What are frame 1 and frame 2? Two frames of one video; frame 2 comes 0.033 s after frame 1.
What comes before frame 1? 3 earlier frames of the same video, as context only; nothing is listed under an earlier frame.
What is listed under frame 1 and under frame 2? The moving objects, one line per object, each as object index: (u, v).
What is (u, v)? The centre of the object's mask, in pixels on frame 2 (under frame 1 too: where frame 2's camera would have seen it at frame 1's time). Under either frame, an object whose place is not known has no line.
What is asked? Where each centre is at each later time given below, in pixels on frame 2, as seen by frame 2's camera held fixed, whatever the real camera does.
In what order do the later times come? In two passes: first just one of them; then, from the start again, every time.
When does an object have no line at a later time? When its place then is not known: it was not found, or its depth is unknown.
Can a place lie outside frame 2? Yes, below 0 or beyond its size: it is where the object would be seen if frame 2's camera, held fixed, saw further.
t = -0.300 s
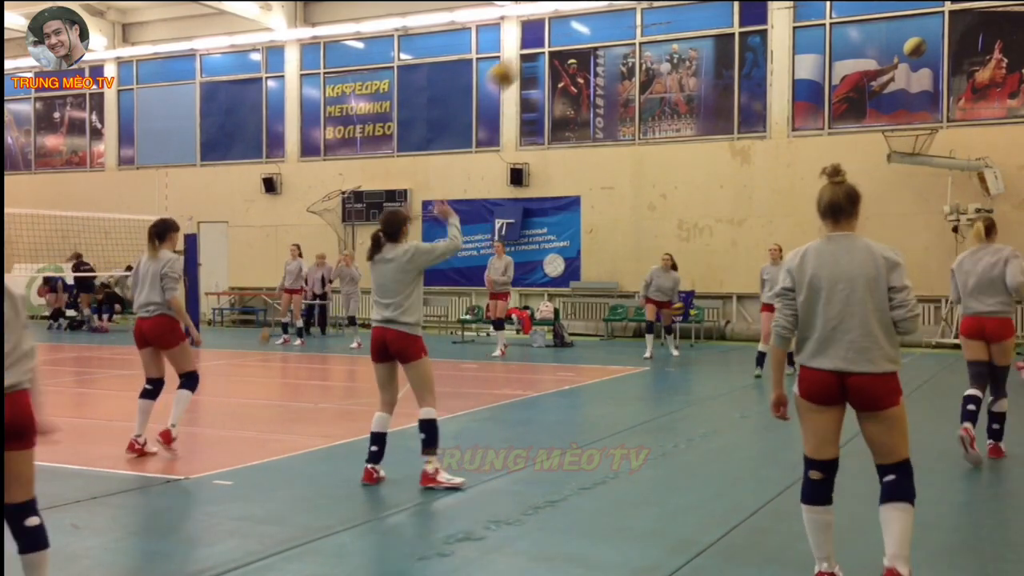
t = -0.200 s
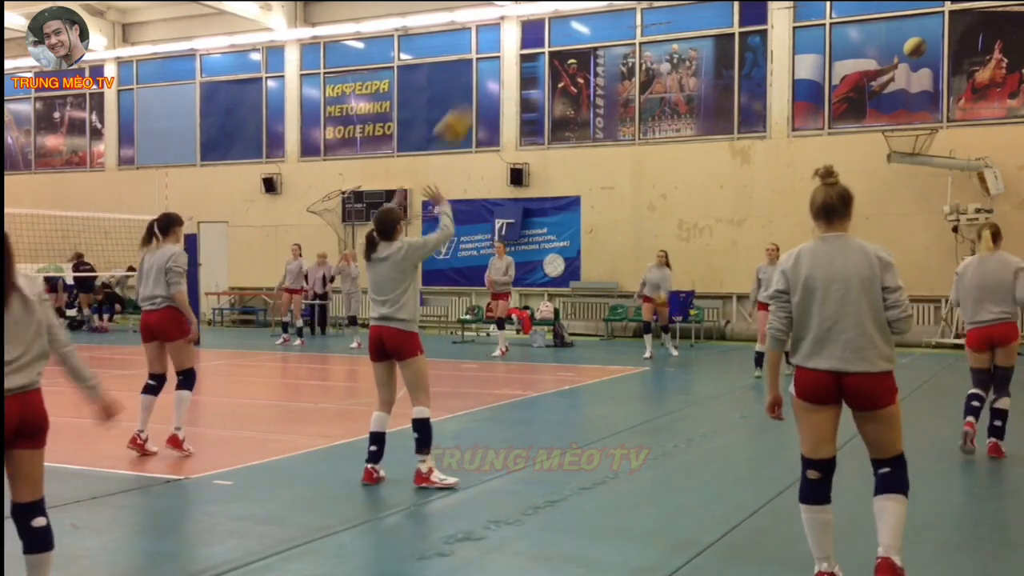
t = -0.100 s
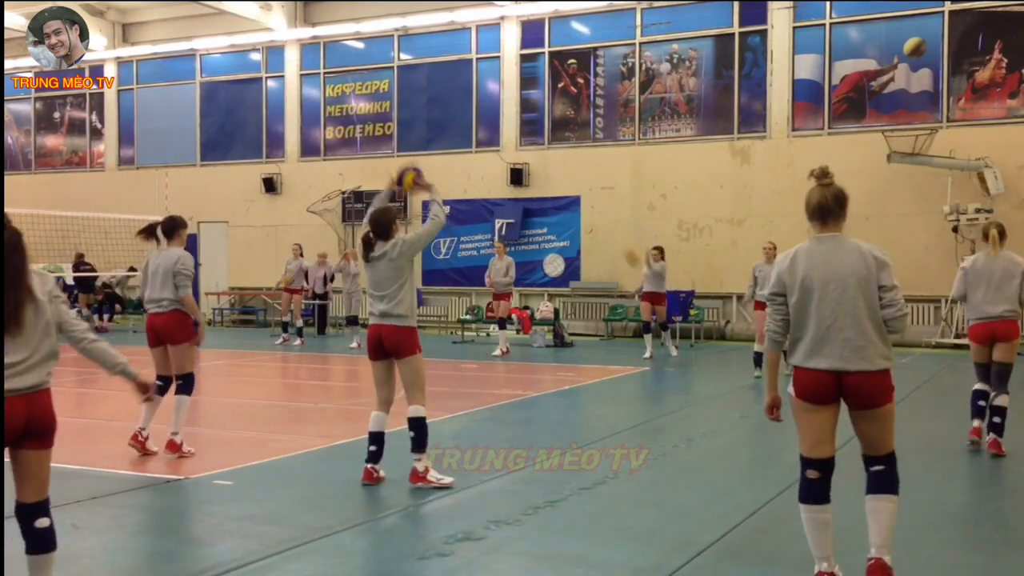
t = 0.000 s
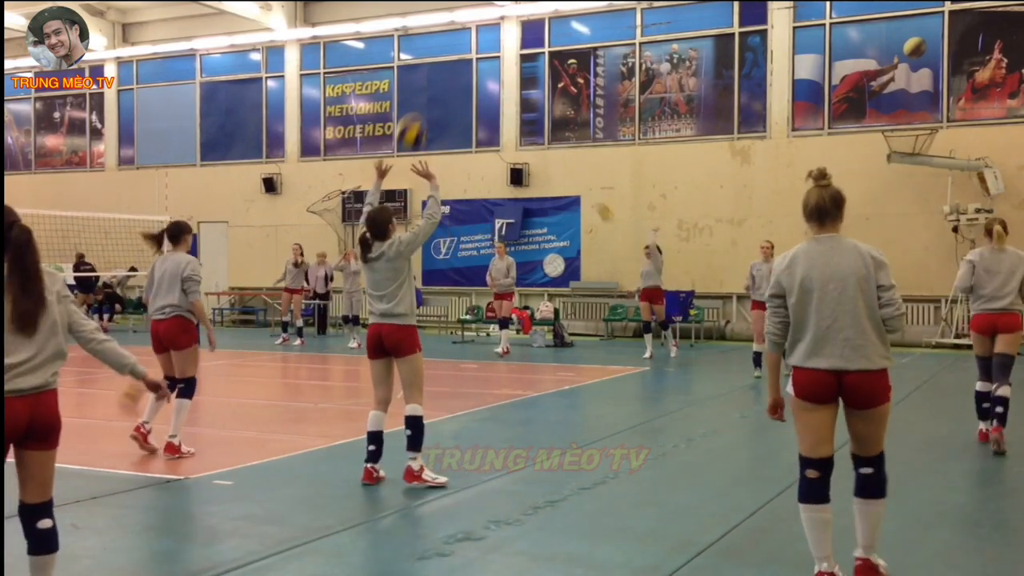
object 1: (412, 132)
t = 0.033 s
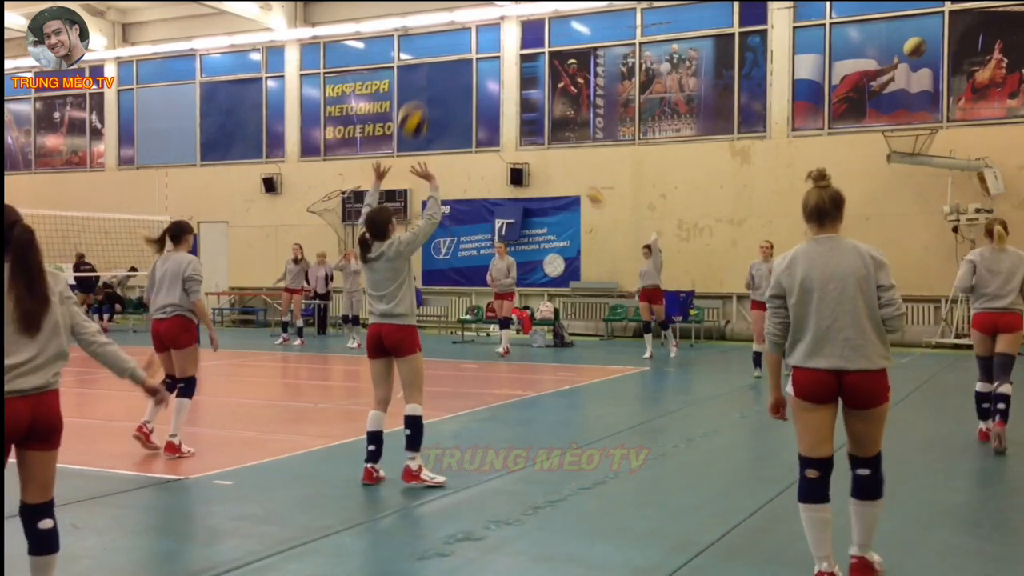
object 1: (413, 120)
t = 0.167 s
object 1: (420, 84)
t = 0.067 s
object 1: (414, 108)
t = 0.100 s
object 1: (416, 98)
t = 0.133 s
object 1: (418, 90)
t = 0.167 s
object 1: (420, 84)
